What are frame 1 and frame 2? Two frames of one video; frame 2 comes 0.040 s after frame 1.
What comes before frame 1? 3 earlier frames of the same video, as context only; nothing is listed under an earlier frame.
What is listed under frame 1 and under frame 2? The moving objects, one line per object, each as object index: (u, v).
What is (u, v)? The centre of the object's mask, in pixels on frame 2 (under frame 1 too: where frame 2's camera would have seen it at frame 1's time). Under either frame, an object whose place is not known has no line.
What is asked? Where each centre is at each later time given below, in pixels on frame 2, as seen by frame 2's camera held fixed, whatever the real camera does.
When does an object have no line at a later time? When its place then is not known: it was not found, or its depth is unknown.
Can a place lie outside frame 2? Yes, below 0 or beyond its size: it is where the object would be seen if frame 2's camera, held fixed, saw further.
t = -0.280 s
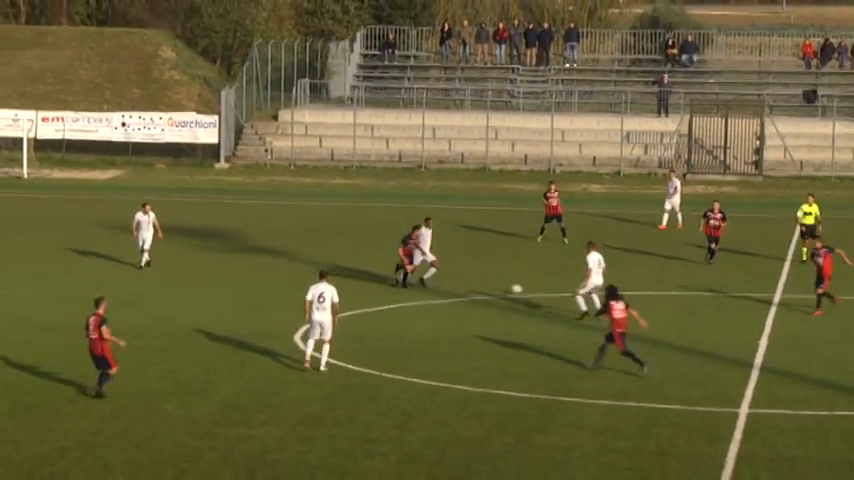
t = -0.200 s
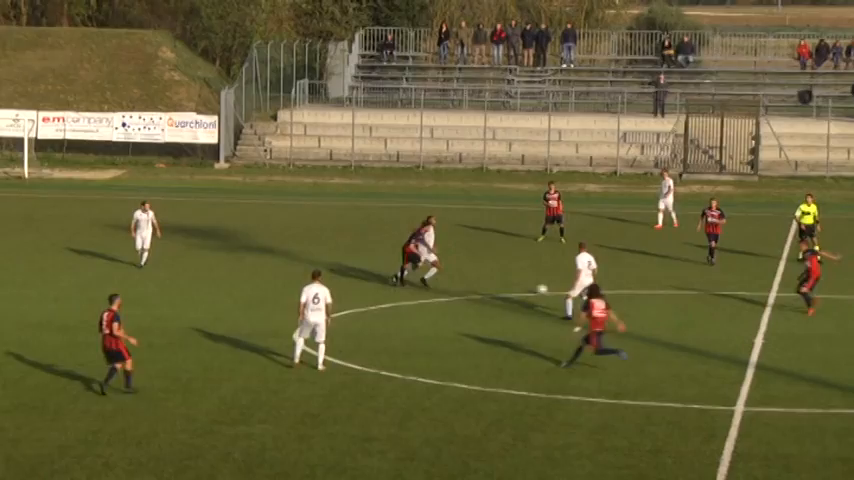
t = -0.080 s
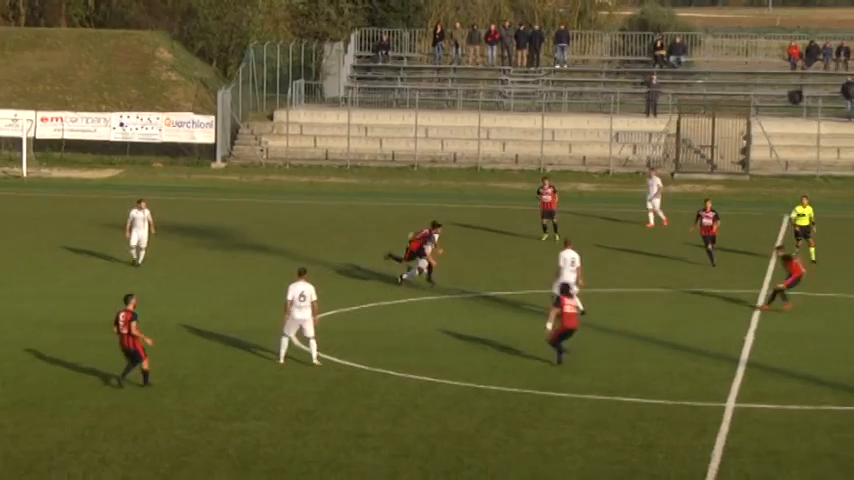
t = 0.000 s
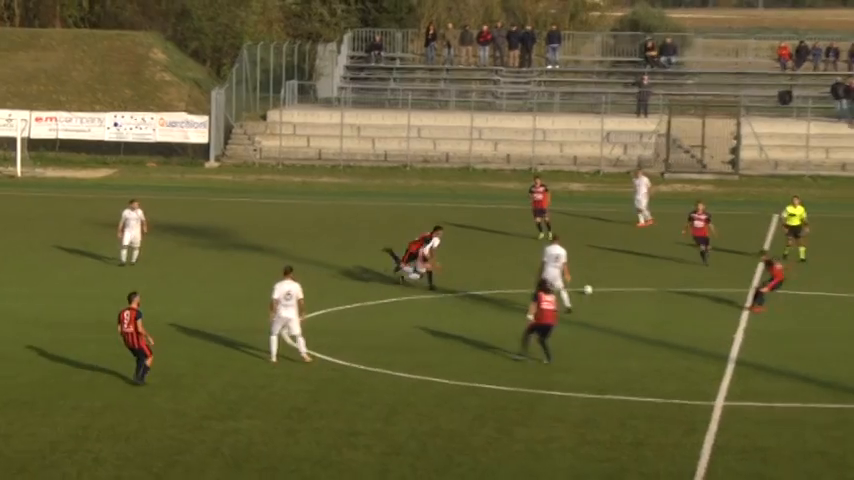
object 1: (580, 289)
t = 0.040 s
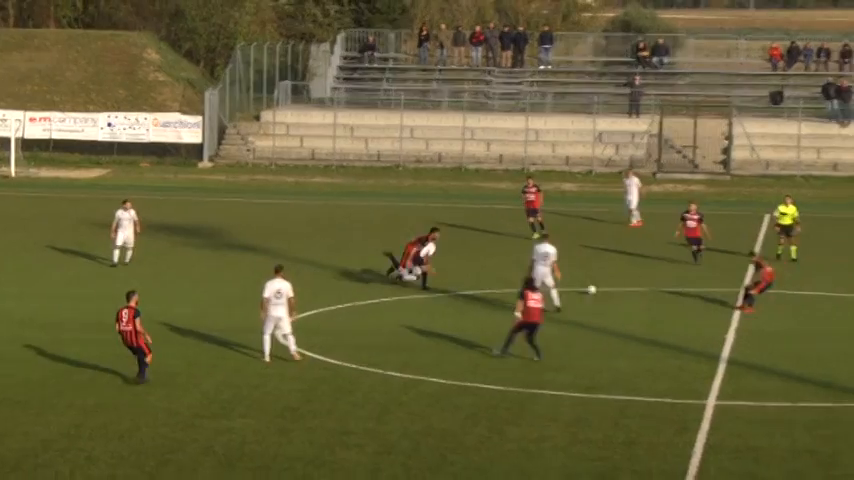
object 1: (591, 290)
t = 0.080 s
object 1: (602, 290)
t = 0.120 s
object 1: (611, 291)
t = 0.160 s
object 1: (621, 291)
